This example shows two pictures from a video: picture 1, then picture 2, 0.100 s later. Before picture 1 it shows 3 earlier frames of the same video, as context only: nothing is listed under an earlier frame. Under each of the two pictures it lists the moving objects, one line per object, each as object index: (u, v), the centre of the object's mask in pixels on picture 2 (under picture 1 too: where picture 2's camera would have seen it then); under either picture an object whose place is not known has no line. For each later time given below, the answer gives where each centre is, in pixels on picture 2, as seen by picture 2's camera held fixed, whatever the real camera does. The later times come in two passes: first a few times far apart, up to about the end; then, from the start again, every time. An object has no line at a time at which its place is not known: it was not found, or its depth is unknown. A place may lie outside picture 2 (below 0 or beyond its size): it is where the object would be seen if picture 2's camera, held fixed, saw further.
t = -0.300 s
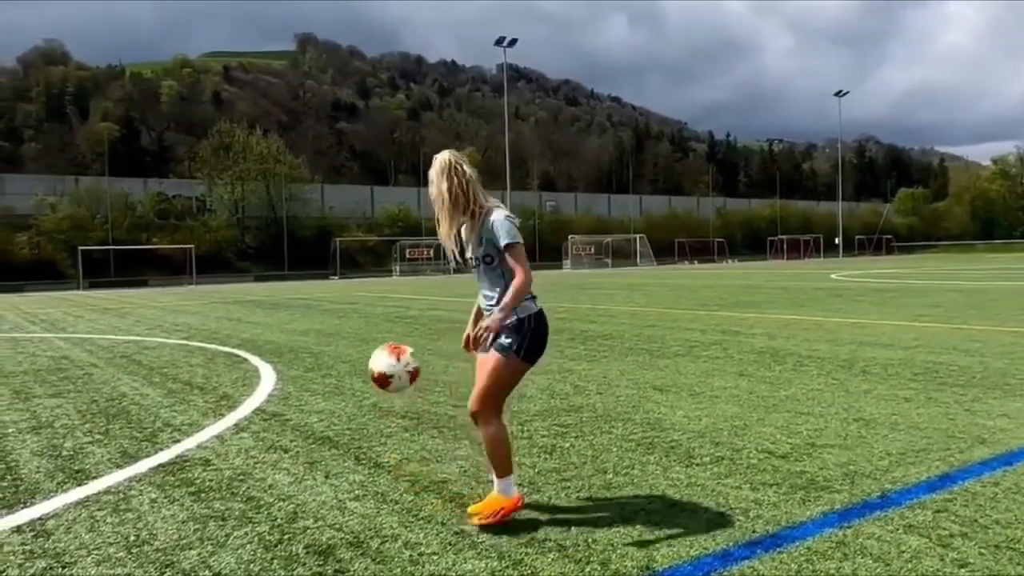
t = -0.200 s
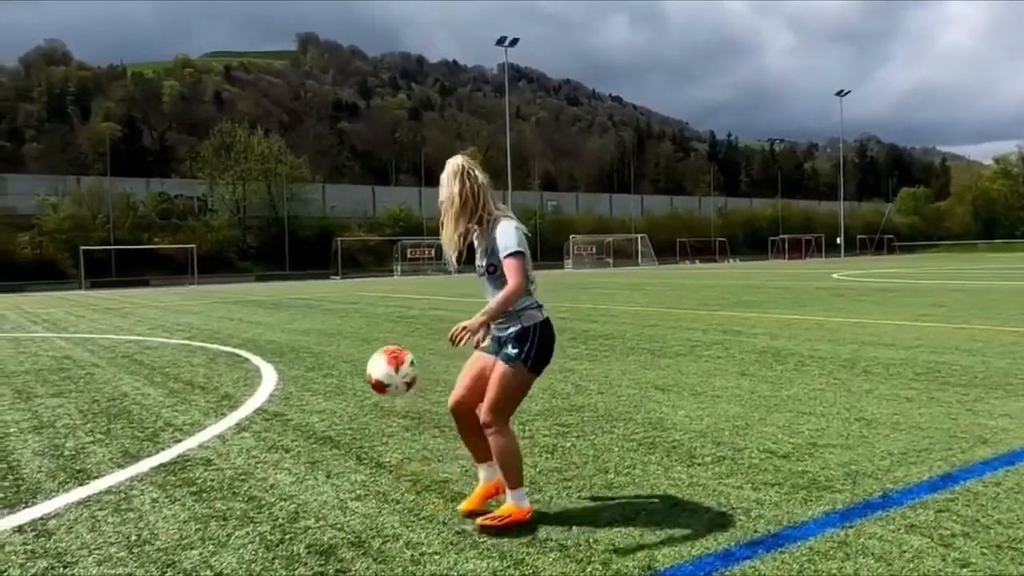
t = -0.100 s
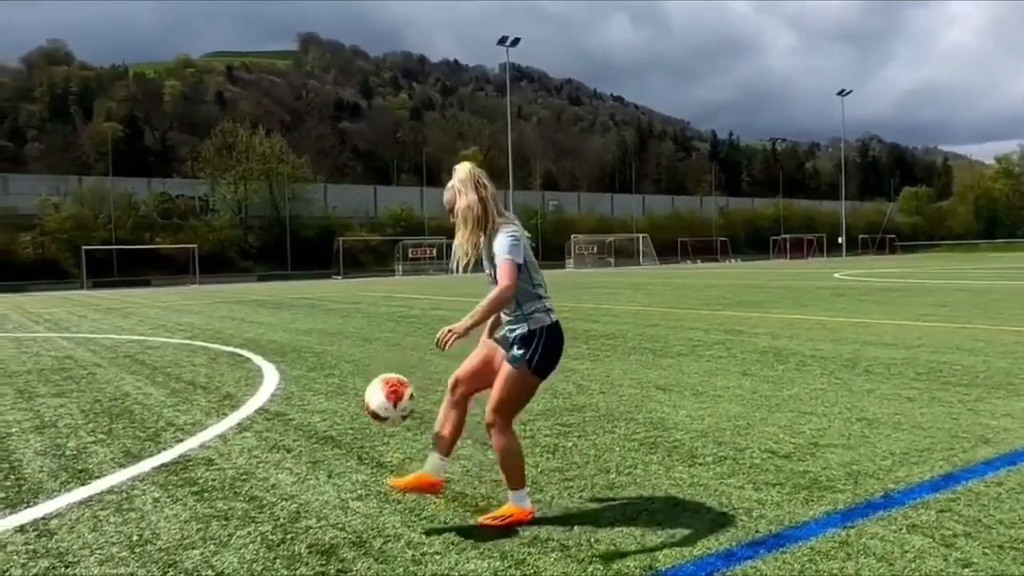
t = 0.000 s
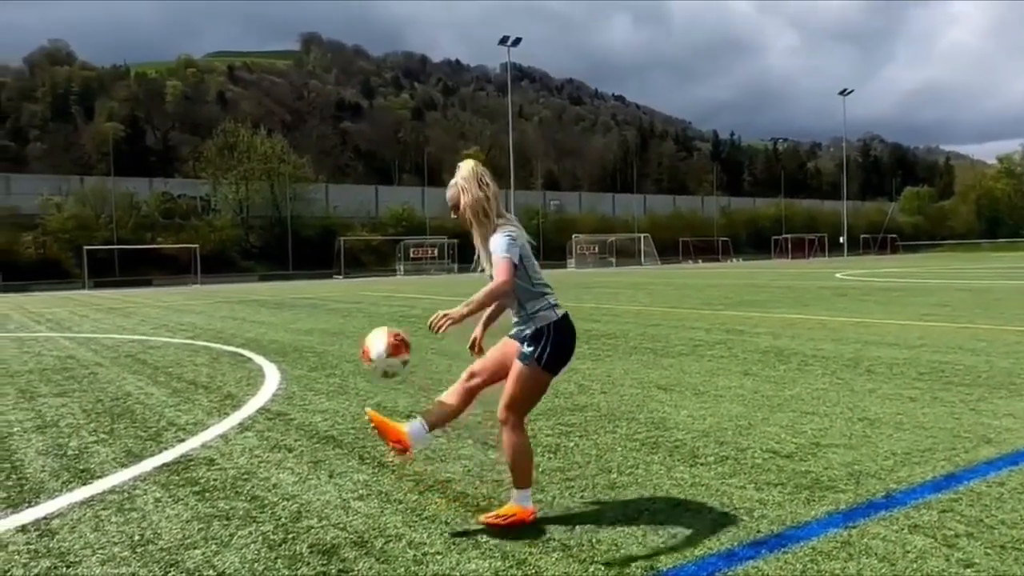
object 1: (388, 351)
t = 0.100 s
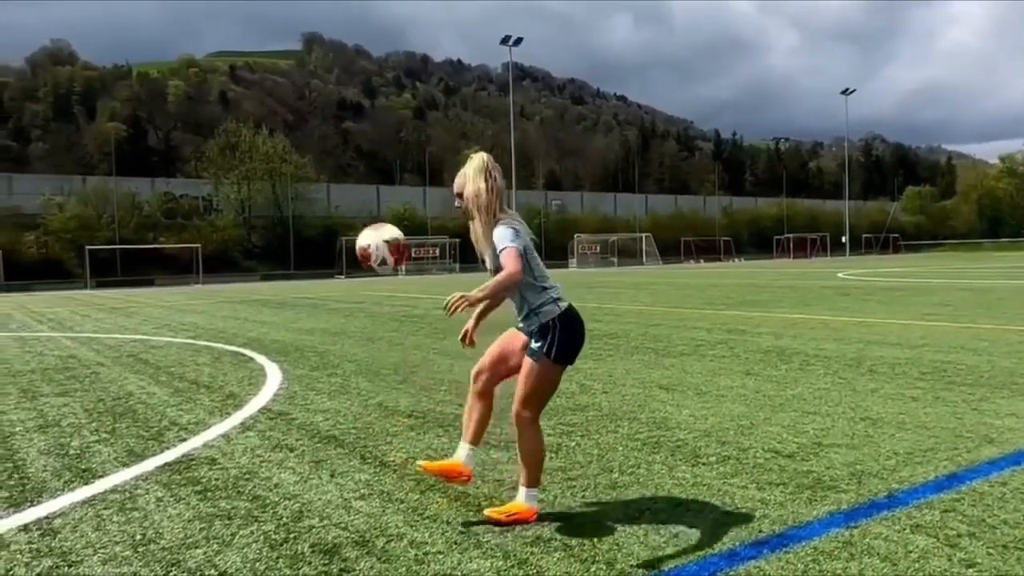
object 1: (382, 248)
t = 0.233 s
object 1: (374, 147)
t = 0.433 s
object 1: (367, 73)
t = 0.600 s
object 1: (364, 85)
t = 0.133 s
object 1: (379, 218)
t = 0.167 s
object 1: (378, 192)
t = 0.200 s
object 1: (376, 167)
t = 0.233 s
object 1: (374, 147)
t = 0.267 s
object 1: (372, 128)
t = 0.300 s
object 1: (371, 112)
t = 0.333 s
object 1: (370, 98)
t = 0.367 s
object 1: (369, 86)
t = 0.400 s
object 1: (368, 76)
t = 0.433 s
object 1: (367, 73)
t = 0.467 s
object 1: (365, 72)
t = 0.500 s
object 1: (366, 71)
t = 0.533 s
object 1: (365, 72)
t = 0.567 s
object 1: (364, 78)
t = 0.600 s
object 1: (364, 85)
